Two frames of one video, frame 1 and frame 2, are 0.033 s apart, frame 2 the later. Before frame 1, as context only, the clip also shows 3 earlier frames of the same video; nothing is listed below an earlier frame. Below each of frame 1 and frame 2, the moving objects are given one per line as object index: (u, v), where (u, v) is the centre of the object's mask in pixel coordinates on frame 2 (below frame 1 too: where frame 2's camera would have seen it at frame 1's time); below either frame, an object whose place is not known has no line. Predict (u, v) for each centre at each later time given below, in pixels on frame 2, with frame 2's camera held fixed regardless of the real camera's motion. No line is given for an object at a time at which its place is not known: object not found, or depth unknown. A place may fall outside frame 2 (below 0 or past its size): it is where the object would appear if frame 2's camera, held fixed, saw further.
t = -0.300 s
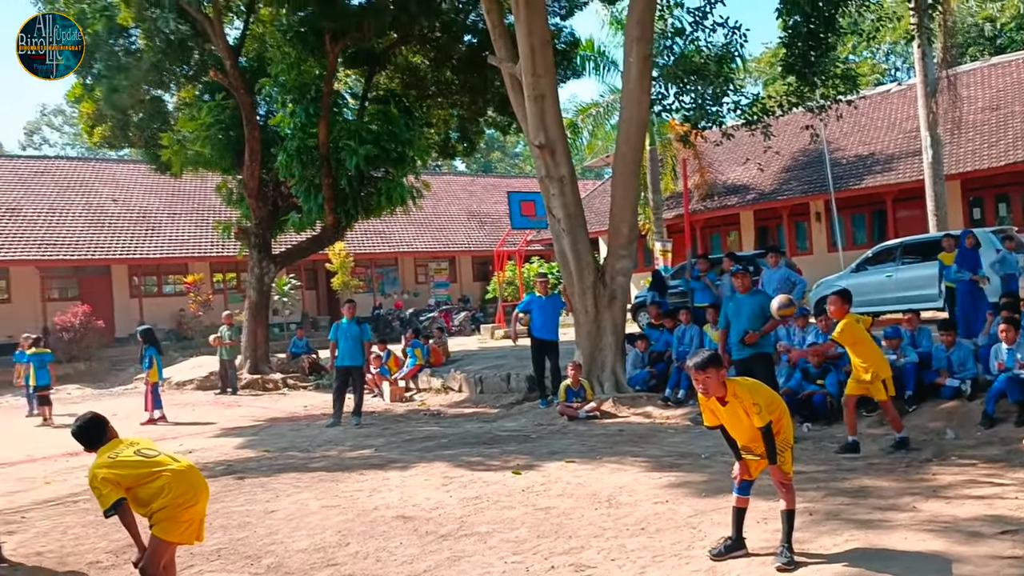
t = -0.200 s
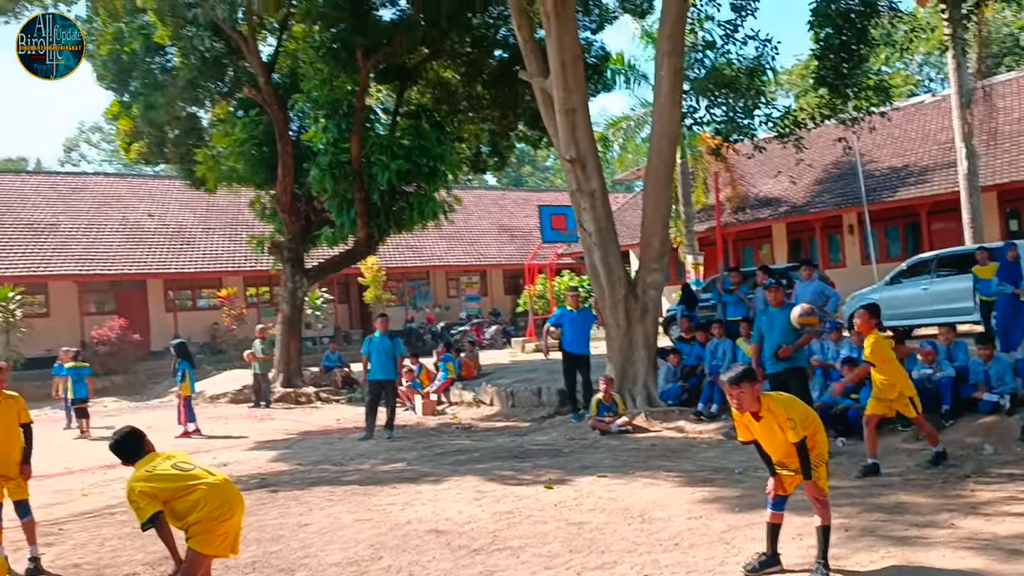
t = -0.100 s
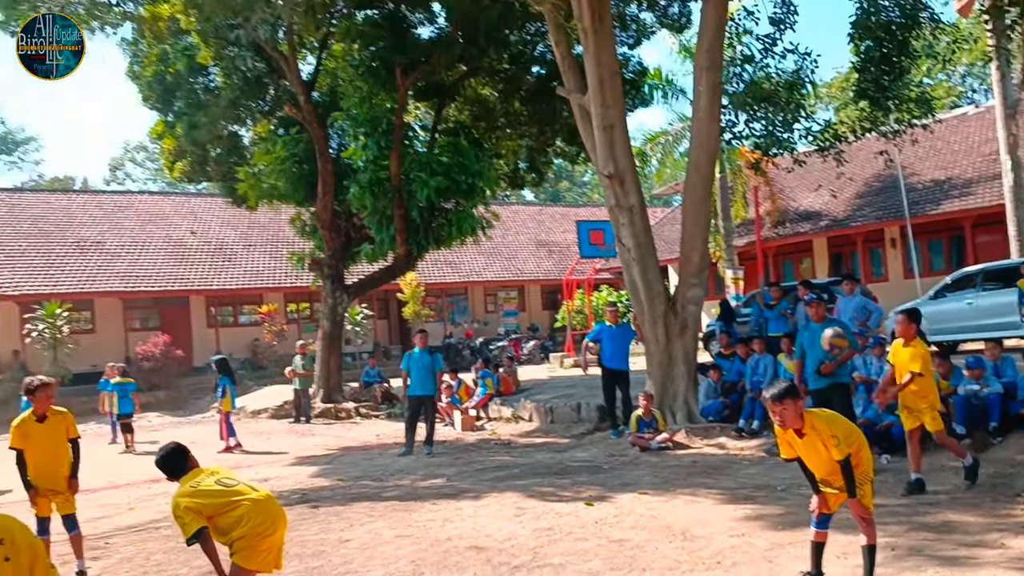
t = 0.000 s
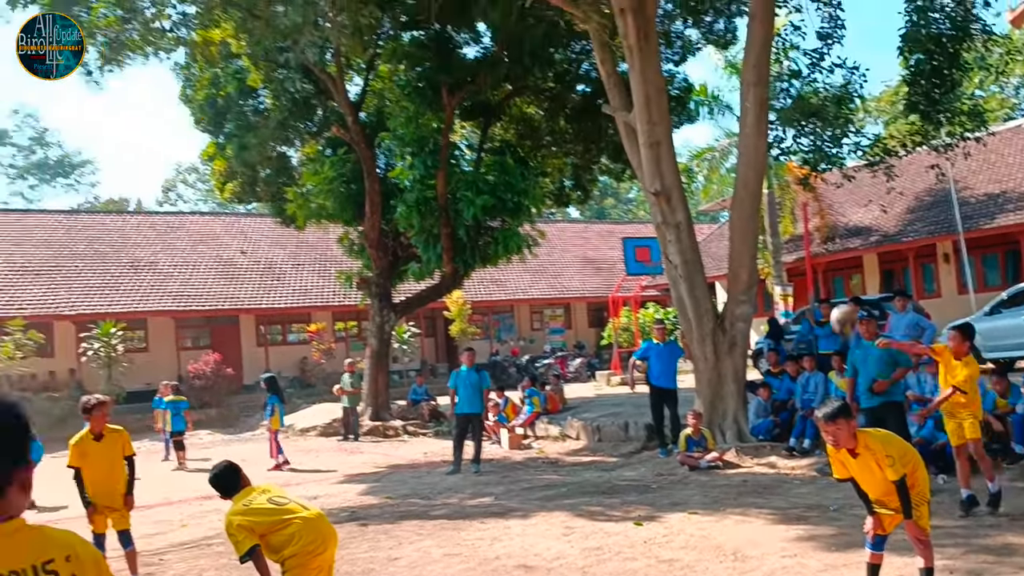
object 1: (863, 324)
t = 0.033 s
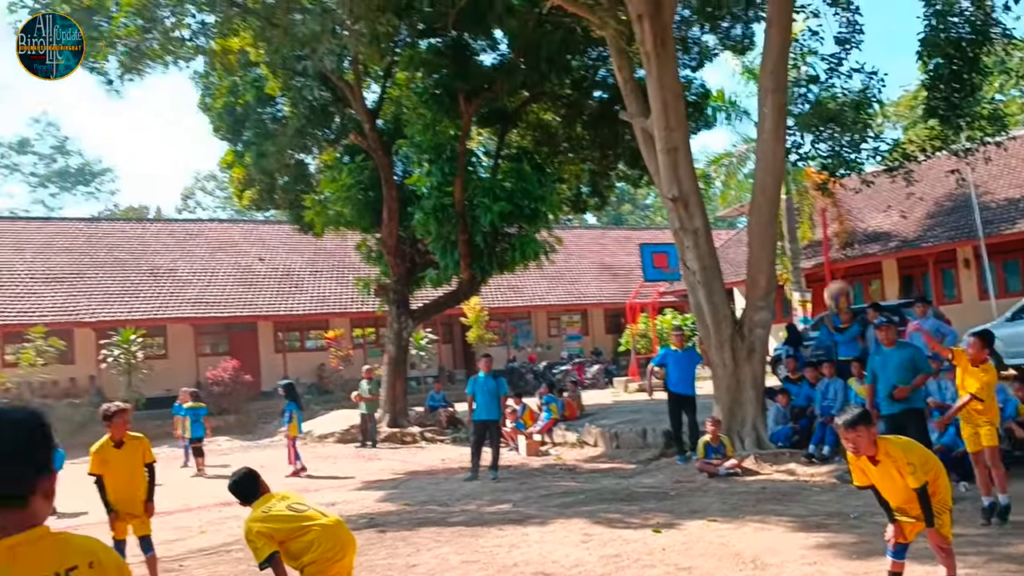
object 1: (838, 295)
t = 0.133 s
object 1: (756, 206)
